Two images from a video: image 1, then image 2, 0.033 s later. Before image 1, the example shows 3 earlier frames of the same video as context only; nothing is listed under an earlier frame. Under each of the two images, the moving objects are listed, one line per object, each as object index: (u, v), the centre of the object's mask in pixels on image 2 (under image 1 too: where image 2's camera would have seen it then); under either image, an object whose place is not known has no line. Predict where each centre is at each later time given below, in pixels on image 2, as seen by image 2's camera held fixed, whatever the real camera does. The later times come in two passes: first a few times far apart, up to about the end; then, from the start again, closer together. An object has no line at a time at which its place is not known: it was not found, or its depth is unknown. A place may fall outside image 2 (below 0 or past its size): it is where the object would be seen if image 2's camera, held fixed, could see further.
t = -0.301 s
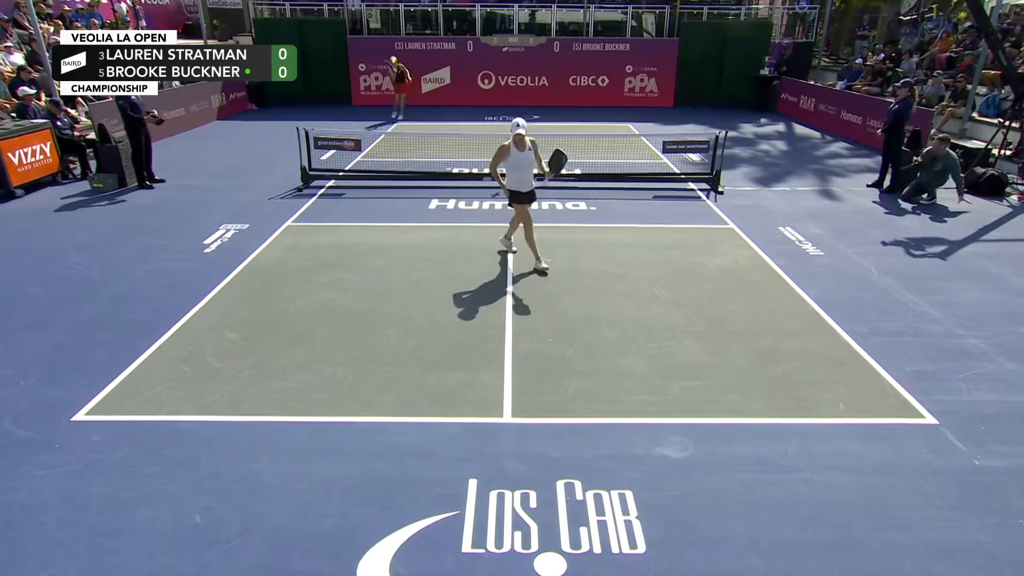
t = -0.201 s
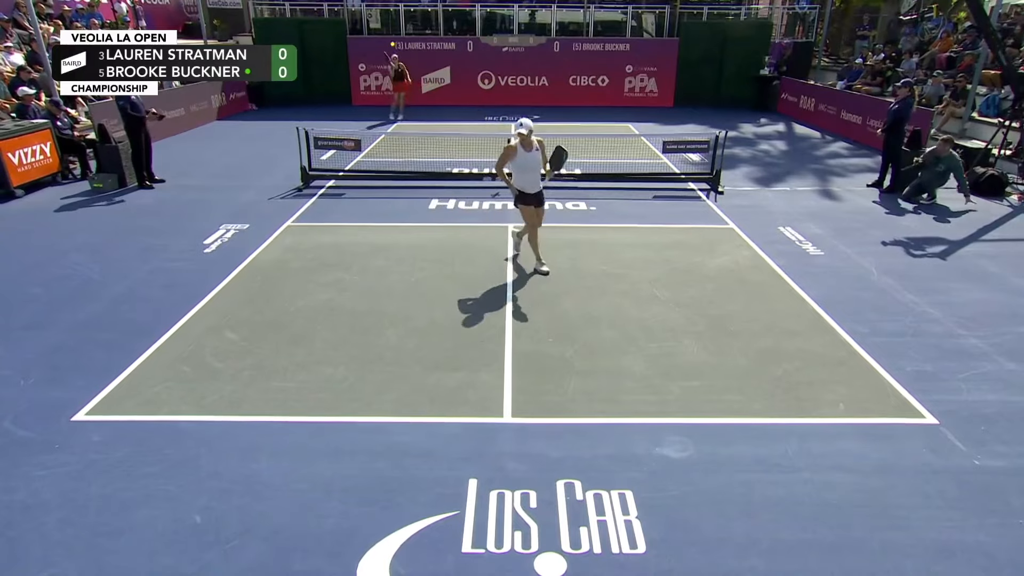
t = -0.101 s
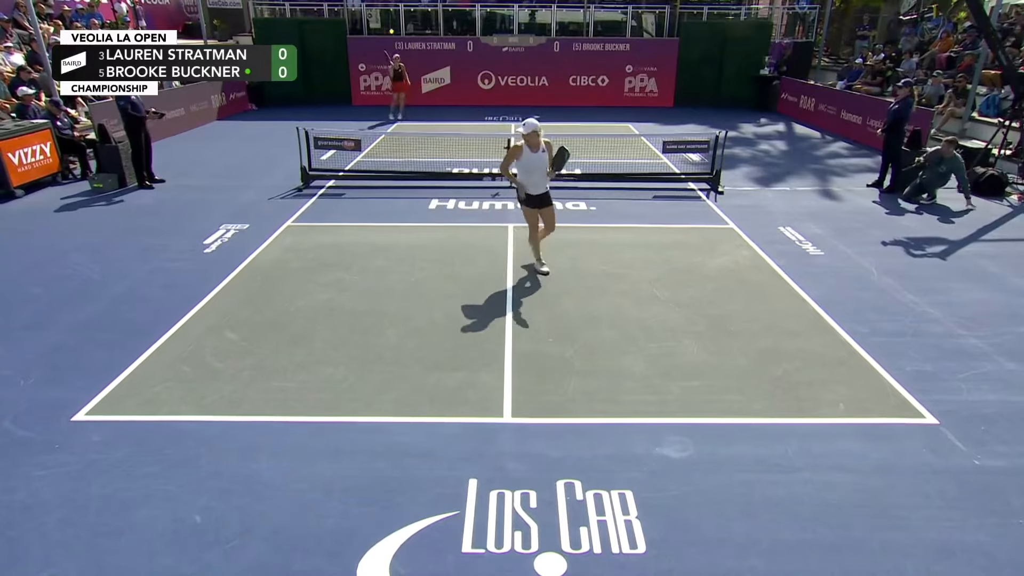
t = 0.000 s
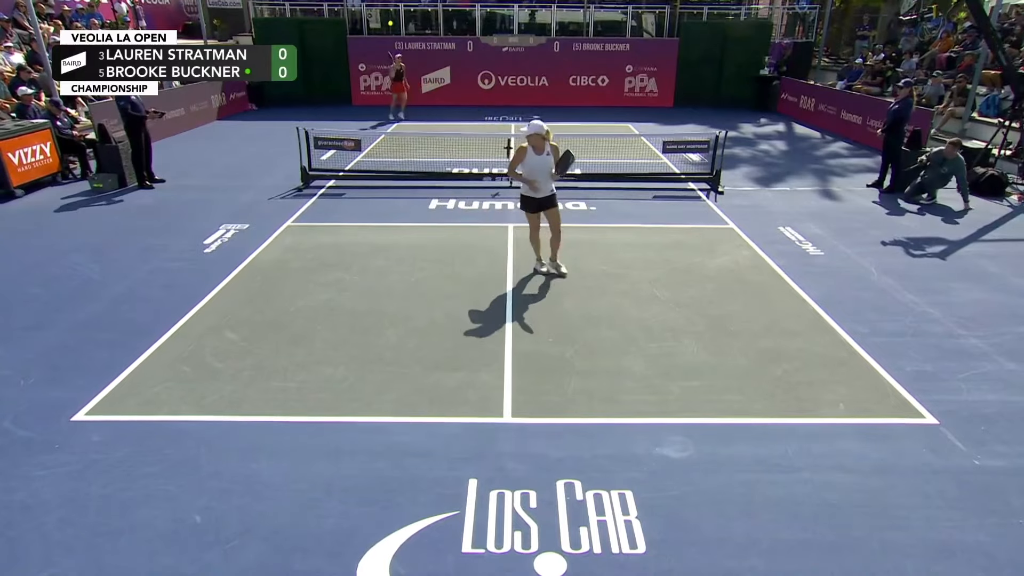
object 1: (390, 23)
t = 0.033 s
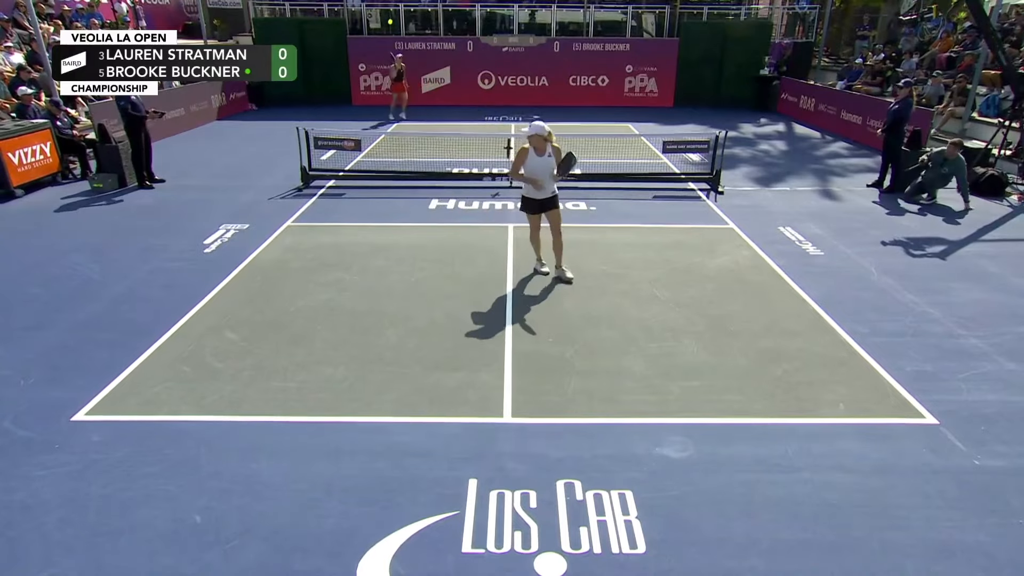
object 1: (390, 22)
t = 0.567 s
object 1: (388, 106)
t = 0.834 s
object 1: (391, 250)
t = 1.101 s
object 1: (387, 219)
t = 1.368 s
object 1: (385, 249)
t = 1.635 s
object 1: (391, 359)
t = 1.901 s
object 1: (392, 368)
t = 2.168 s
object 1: (401, 484)
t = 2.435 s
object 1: (413, 569)
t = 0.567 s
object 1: (388, 106)
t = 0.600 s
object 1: (388, 119)
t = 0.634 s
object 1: (388, 134)
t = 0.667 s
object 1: (389, 150)
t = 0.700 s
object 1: (389, 168)
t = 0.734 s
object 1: (390, 187)
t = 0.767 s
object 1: (390, 206)
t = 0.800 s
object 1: (391, 228)
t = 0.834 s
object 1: (391, 250)
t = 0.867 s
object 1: (391, 250)
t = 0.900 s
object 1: (390, 243)
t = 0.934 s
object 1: (389, 236)
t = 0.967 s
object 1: (389, 231)
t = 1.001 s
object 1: (388, 226)
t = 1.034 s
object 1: (388, 223)
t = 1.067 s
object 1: (387, 220)
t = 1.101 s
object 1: (387, 219)
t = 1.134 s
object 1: (386, 218)
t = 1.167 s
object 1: (386, 219)
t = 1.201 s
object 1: (386, 220)
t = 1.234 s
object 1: (385, 223)
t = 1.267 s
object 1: (385, 228)
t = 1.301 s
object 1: (385, 234)
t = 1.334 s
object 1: (385, 241)
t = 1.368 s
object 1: (385, 249)
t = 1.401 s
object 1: (386, 259)
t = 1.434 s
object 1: (386, 271)
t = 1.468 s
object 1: (387, 284)
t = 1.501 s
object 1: (387, 297)
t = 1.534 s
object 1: (388, 313)
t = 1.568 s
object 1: (389, 330)
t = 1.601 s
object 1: (390, 349)
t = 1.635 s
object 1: (391, 359)
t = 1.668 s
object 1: (390, 356)
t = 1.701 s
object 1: (390, 353)
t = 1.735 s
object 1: (390, 352)
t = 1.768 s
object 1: (390, 352)
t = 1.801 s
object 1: (390, 354)
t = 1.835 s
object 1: (390, 357)
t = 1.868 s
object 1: (391, 362)
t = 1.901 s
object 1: (392, 368)
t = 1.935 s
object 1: (392, 376)
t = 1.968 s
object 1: (393, 386)
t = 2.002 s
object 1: (394, 397)
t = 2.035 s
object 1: (395, 411)
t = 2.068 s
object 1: (396, 427)
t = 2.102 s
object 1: (398, 444)
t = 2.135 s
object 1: (399, 463)
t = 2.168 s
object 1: (401, 484)
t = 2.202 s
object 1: (402, 498)
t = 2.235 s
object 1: (403, 502)
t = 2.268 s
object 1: (404, 508)
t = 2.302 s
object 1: (406, 516)
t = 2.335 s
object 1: (407, 525)
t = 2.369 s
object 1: (409, 539)
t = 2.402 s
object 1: (411, 553)
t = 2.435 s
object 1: (413, 569)
